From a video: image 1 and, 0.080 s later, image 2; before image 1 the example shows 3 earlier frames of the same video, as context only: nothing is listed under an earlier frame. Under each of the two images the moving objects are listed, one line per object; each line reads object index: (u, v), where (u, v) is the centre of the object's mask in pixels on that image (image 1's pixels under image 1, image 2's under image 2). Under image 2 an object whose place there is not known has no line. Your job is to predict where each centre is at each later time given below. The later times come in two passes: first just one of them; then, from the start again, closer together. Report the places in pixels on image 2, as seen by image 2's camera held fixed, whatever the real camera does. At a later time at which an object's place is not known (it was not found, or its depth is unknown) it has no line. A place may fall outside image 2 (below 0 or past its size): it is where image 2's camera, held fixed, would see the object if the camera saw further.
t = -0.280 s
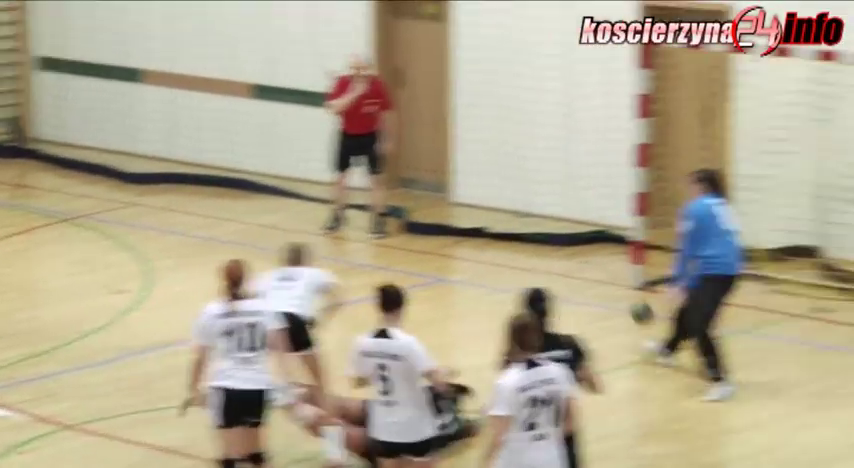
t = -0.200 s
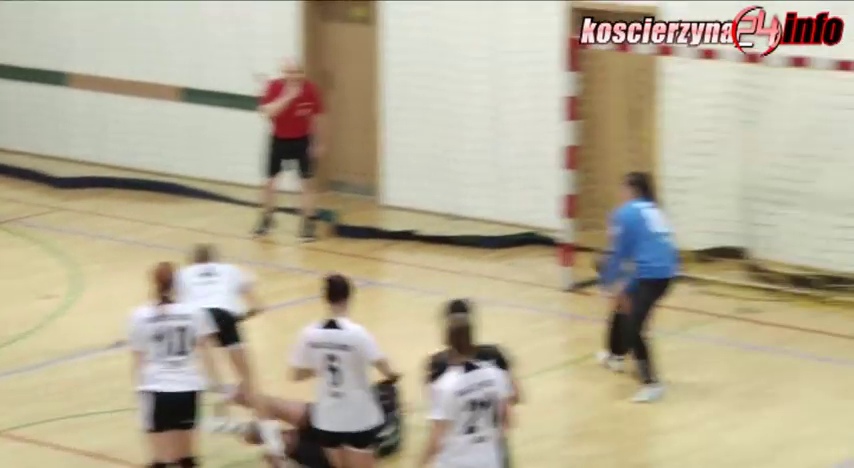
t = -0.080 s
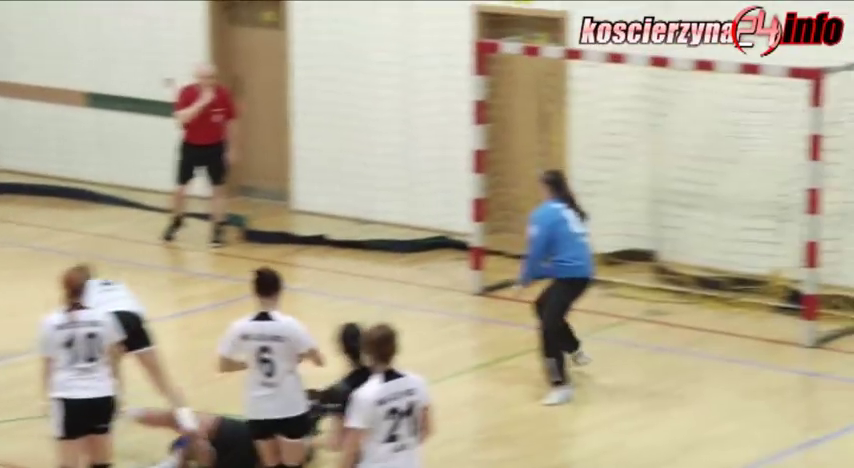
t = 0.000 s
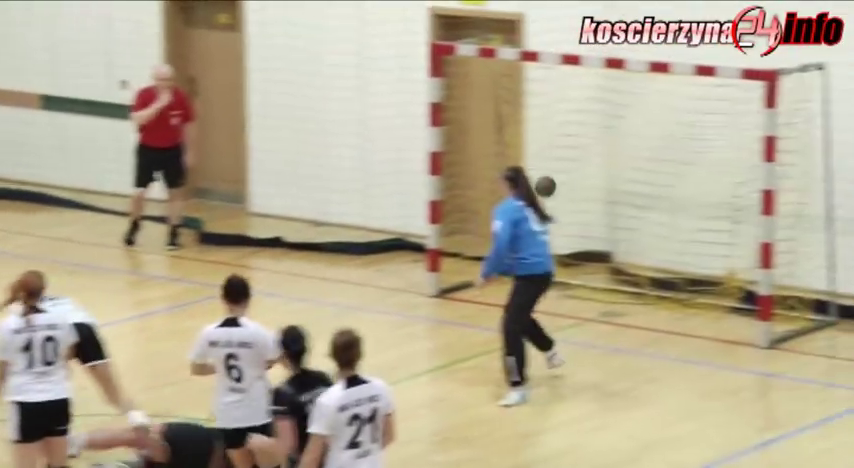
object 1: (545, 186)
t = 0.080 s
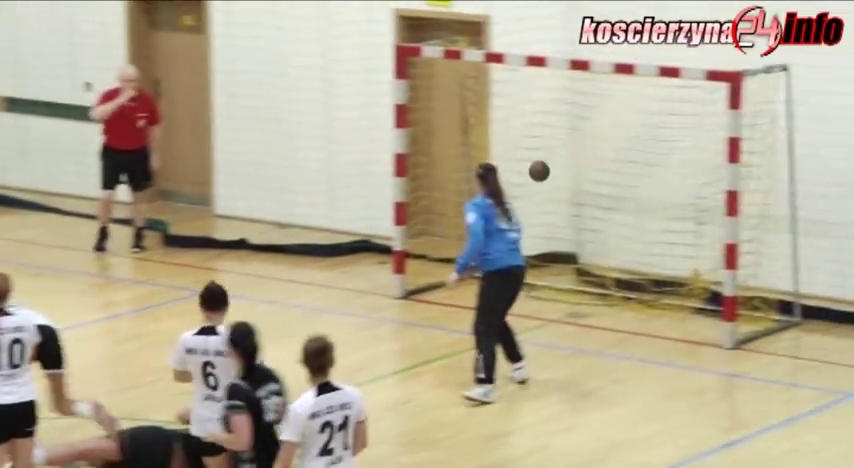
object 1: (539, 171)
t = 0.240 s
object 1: (587, 157)
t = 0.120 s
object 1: (552, 166)
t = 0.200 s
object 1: (578, 161)
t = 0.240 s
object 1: (587, 157)
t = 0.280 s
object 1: (592, 150)
